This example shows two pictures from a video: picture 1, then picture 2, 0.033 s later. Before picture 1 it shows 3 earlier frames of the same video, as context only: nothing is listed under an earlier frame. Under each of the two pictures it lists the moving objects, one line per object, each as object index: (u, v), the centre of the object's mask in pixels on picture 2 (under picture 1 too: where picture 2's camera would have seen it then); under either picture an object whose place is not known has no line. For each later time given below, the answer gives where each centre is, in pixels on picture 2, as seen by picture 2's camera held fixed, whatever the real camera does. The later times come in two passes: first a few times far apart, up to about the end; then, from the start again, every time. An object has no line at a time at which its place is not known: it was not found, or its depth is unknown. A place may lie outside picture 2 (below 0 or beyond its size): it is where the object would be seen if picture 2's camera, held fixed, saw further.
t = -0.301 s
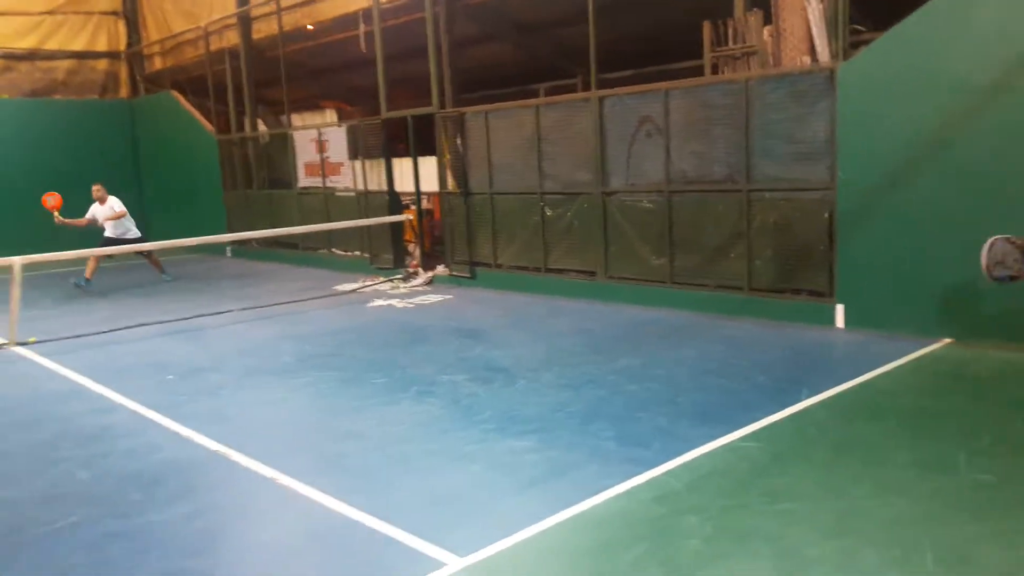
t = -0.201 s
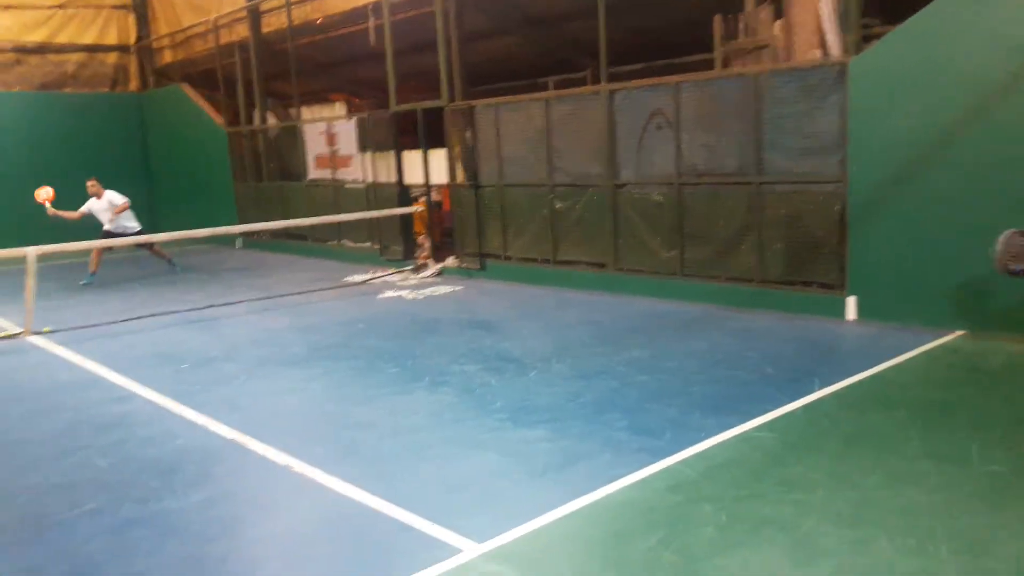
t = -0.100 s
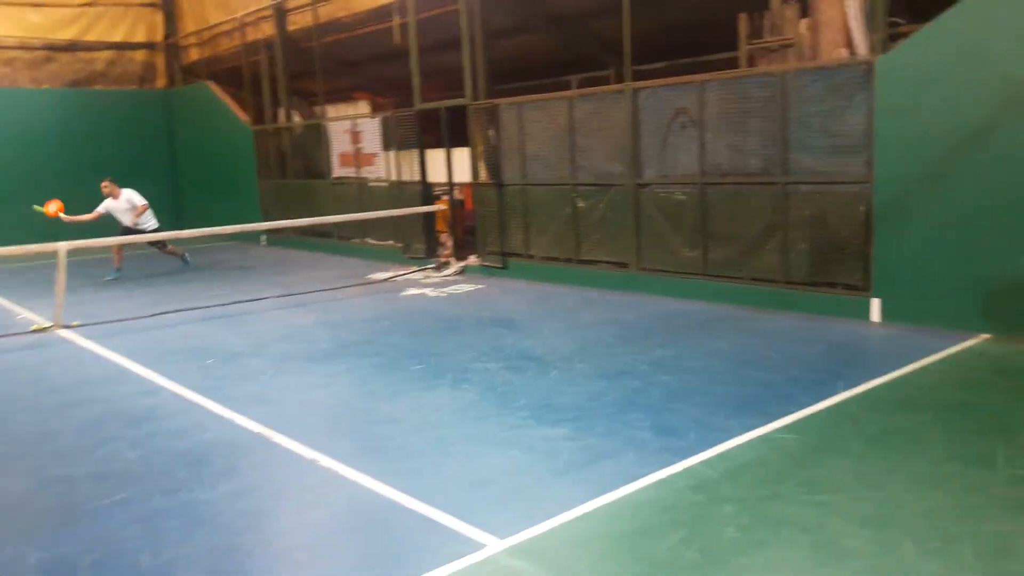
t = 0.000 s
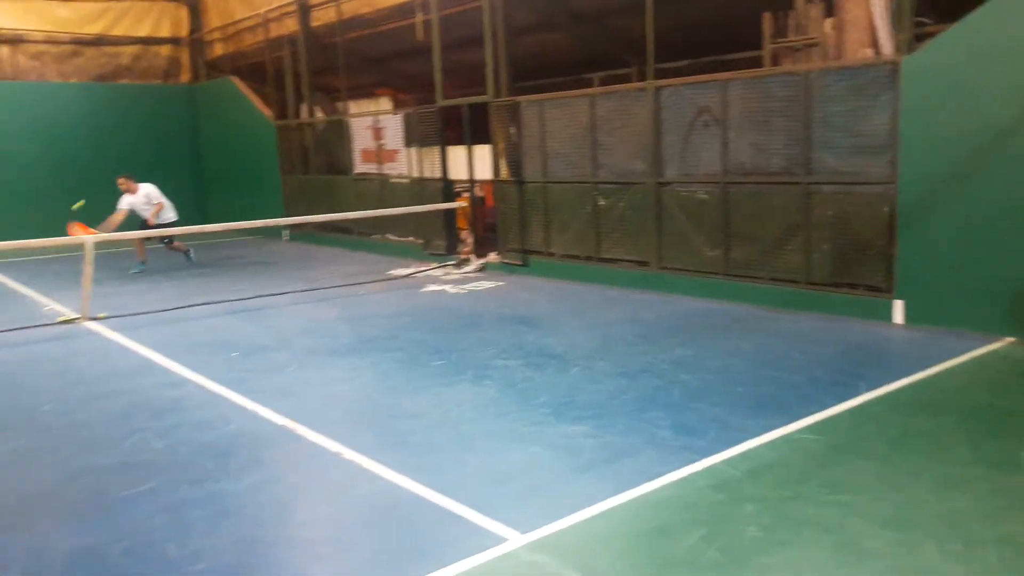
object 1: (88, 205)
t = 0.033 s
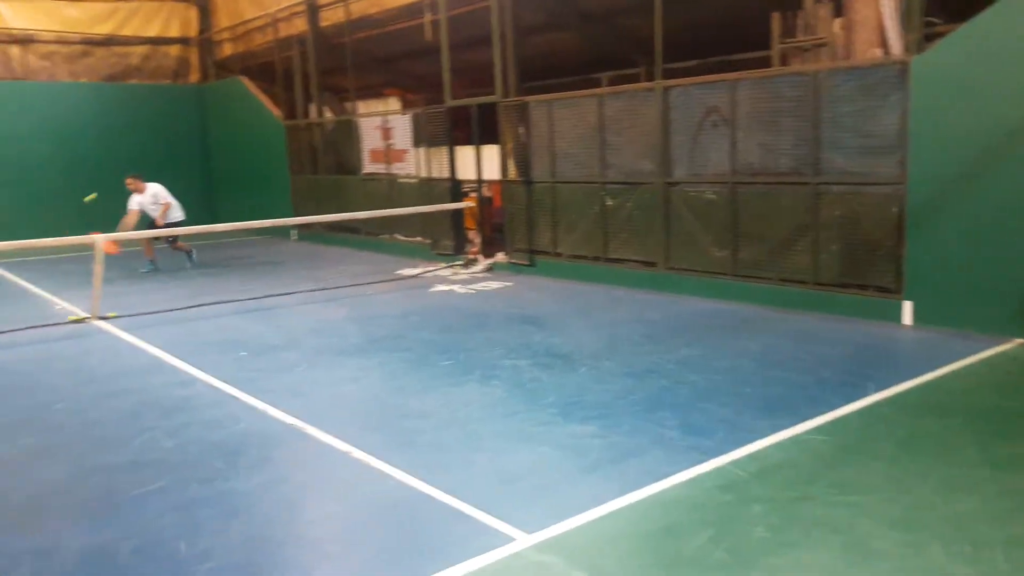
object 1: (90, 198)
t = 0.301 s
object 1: (125, 154)
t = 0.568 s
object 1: (207, 168)
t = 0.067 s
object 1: (92, 191)
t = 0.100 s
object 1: (96, 184)
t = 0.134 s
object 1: (99, 177)
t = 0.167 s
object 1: (103, 171)
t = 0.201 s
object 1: (108, 166)
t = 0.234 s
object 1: (113, 162)
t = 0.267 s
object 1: (119, 158)
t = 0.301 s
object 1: (125, 154)
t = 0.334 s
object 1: (133, 152)
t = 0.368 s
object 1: (141, 150)
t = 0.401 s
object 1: (149, 149)
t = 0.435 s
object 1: (157, 150)
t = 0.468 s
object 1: (168, 152)
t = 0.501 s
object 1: (180, 155)
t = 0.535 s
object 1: (192, 160)
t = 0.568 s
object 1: (207, 168)
